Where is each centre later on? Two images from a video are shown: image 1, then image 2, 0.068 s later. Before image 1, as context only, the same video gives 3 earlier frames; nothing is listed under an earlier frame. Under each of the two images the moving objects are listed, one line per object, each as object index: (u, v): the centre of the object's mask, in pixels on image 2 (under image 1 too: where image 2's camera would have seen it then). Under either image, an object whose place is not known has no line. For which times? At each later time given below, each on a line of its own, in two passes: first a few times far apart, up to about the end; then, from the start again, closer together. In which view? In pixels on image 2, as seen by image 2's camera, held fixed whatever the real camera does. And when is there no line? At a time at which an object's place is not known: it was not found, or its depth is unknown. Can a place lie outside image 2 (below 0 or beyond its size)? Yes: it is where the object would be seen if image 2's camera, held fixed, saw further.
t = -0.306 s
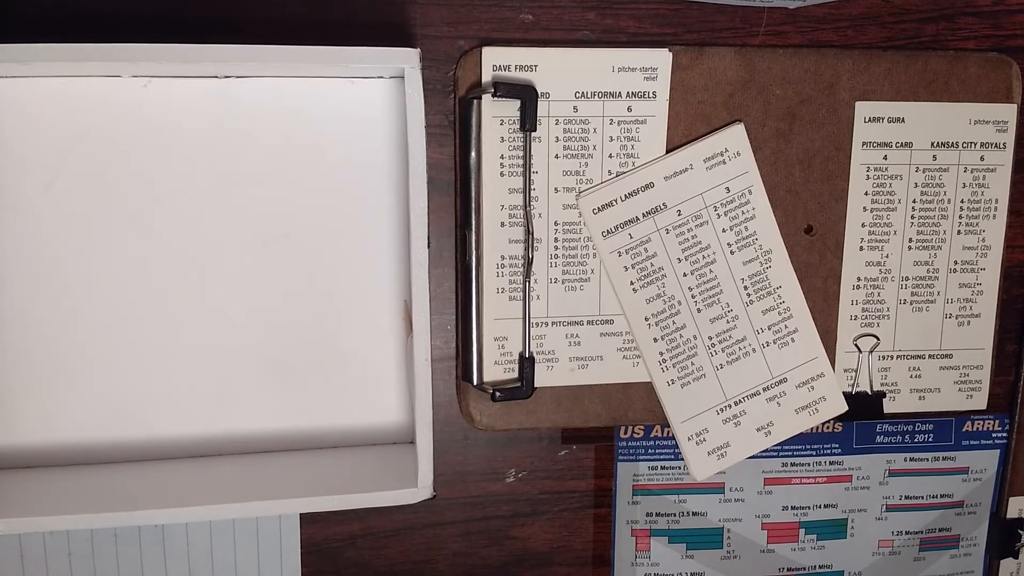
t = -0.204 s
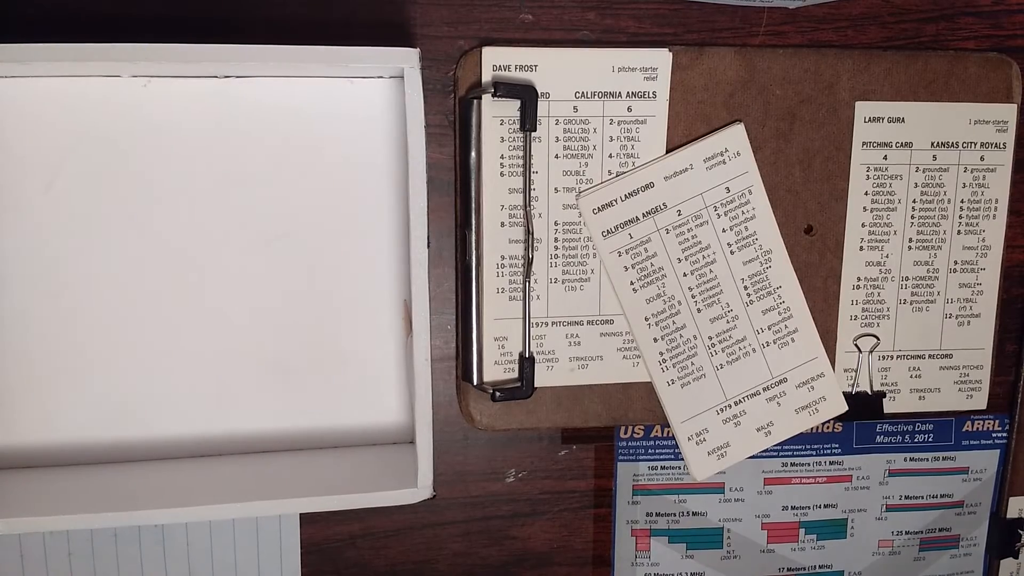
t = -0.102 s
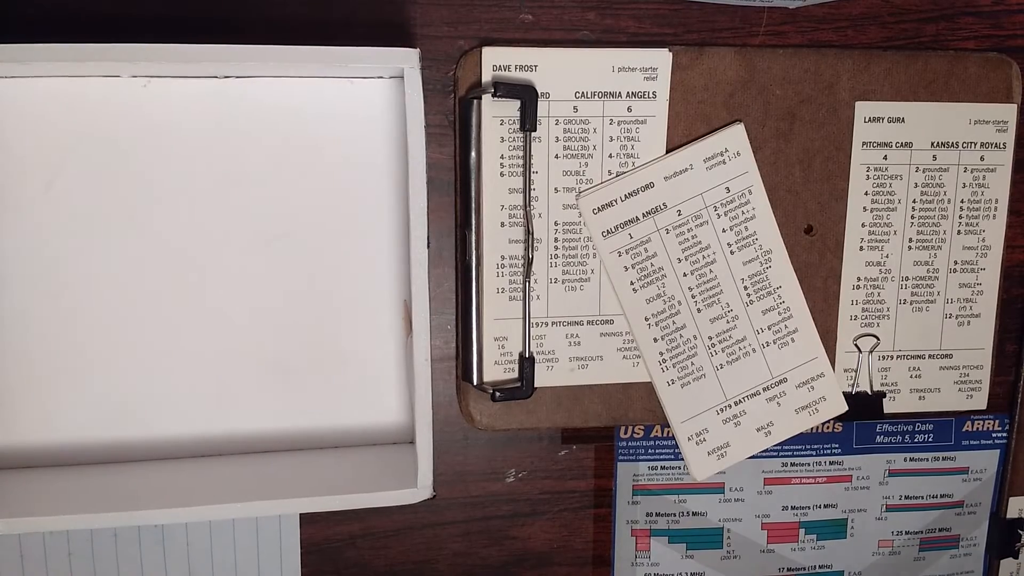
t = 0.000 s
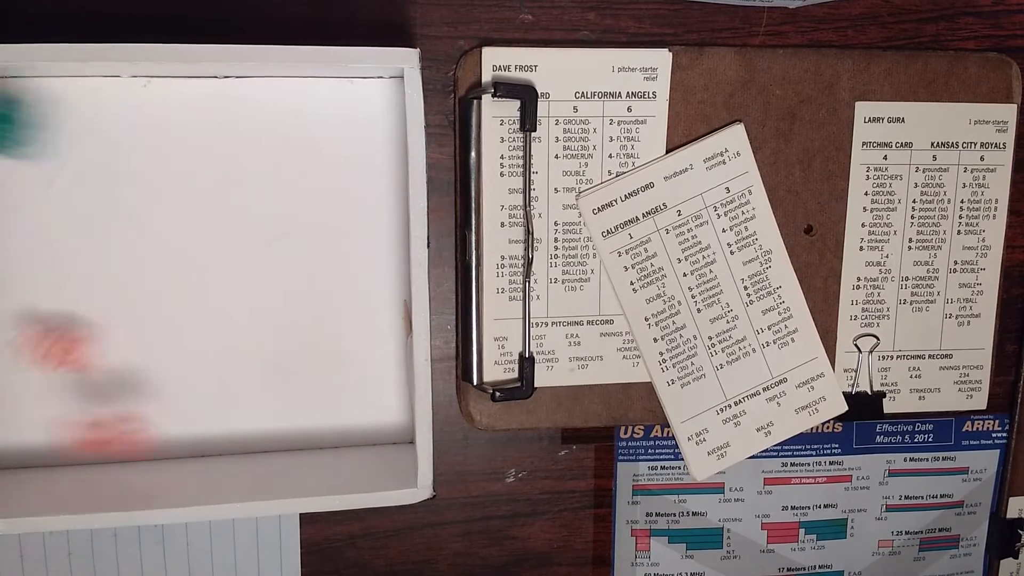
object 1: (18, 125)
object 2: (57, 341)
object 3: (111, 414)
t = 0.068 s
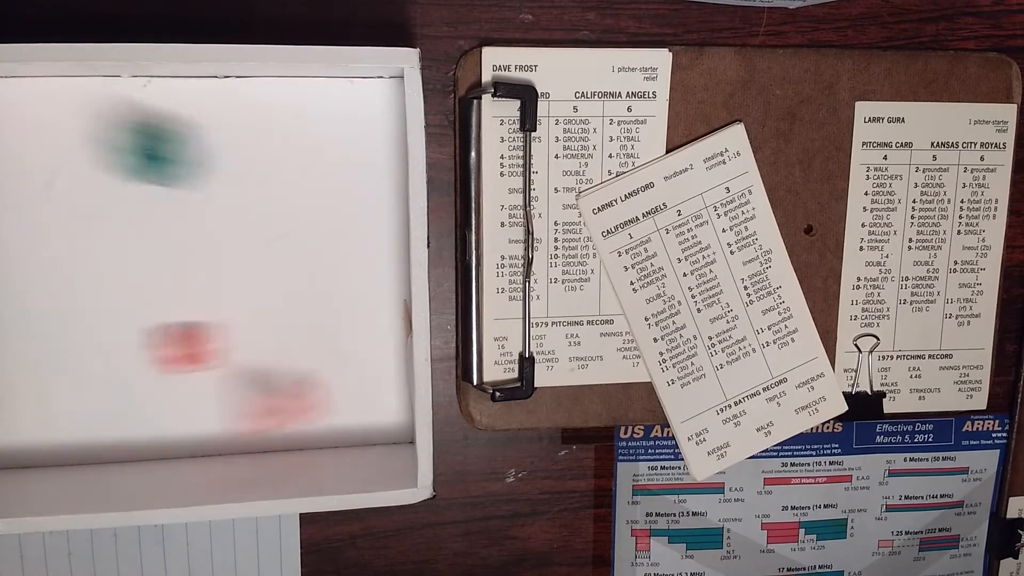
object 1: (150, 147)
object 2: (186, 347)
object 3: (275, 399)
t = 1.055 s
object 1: (243, 261)
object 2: (374, 262)
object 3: (379, 361)
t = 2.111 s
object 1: (243, 261)
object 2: (374, 262)
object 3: (379, 361)
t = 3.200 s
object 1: (243, 261)
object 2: (374, 262)
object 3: (379, 361)
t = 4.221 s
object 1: (243, 261)
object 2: (374, 262)
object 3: (379, 361)
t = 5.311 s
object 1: (243, 261)
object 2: (374, 262)
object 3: (379, 361)
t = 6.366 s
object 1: (243, 261)
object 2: (374, 262)
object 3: (379, 361)
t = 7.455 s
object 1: (243, 261)
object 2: (374, 262)
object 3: (379, 361)
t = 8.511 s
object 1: (243, 261)
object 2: (374, 262)
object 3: (379, 361)
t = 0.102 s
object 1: (224, 164)
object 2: (242, 342)
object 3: (345, 386)
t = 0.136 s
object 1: (291, 175)
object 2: (293, 344)
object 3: (386, 374)
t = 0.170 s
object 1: (350, 187)
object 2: (338, 343)
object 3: (368, 380)
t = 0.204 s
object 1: (359, 195)
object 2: (352, 334)
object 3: (368, 385)
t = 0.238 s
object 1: (336, 200)
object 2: (361, 319)
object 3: (373, 383)
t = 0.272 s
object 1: (314, 205)
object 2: (370, 306)
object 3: (378, 382)
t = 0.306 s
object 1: (296, 213)
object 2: (374, 287)
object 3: (382, 375)
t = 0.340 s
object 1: (280, 219)
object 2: (375, 276)
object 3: (387, 367)
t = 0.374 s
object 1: (266, 231)
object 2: (375, 267)
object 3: (386, 358)
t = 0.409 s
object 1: (257, 243)
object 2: (374, 262)
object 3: (385, 354)
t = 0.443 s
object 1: (251, 251)
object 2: (373, 262)
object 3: (385, 354)
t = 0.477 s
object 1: (246, 256)
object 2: (373, 262)
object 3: (385, 359)
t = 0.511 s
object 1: (242, 259)
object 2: (373, 262)
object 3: (380, 359)
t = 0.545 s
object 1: (242, 261)
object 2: (373, 262)
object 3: (379, 360)
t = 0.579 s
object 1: (243, 261)
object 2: (373, 262)
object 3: (378, 360)
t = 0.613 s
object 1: (243, 261)
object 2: (373, 262)
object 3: (378, 360)
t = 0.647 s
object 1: (243, 261)
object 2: (374, 262)
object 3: (379, 361)
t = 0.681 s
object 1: (243, 261)
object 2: (374, 262)
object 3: (379, 361)
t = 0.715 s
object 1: (243, 261)
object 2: (374, 262)
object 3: (379, 361)
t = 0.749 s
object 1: (243, 261)
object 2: (374, 262)
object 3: (379, 361)
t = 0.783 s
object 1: (243, 261)
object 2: (374, 262)
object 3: (379, 361)
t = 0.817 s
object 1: (243, 261)
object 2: (374, 262)
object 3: (379, 361)
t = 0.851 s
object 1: (243, 261)
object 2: (374, 262)
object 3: (379, 361)
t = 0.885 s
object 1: (243, 261)
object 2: (374, 262)
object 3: (379, 361)
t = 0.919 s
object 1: (243, 261)
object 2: (374, 262)
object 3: (379, 361)
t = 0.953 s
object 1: (242, 261)
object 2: (374, 262)
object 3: (379, 361)
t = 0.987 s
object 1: (243, 261)
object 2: (374, 262)
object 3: (379, 361)
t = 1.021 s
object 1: (243, 261)
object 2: (374, 262)
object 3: (379, 361)
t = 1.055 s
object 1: (243, 261)
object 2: (374, 262)
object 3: (379, 361)
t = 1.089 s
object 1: (243, 261)
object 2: (374, 262)
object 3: (379, 361)
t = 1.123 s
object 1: (243, 261)
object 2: (374, 262)
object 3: (379, 361)
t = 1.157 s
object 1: (243, 261)
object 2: (374, 262)
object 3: (379, 361)
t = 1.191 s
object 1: (243, 261)
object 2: (374, 262)
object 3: (379, 361)
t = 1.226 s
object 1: (243, 261)
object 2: (374, 262)
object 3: (379, 361)
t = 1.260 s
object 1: (243, 261)
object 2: (374, 262)
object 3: (379, 361)
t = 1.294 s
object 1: (243, 261)
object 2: (374, 262)
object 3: (379, 361)
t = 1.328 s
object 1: (243, 261)
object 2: (374, 262)
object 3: (379, 361)
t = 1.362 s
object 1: (243, 262)
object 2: (374, 263)
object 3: (379, 362)
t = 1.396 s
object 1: (243, 261)
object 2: (374, 262)
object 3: (379, 361)
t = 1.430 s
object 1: (243, 261)
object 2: (374, 262)
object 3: (379, 361)
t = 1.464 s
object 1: (243, 261)
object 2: (374, 262)
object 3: (379, 361)
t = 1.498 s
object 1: (243, 261)
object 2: (374, 262)
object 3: (379, 361)
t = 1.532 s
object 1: (243, 261)
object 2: (374, 262)
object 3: (379, 361)
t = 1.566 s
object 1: (243, 261)
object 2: (374, 262)
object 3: (379, 361)
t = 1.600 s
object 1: (243, 261)
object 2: (374, 262)
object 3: (379, 361)
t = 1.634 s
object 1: (243, 261)
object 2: (374, 262)
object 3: (379, 361)
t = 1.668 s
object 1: (243, 261)
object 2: (374, 262)
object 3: (379, 361)
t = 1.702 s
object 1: (243, 261)
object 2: (374, 262)
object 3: (379, 361)
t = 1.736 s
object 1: (243, 261)
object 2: (374, 262)
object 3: (379, 361)
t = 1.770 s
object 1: (243, 261)
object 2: (374, 262)
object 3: (379, 361)
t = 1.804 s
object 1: (243, 261)
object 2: (374, 262)
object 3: (379, 361)
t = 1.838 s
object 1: (243, 261)
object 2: (374, 262)
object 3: (379, 361)
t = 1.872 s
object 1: (243, 261)
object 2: (374, 262)
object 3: (379, 361)
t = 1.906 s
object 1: (243, 261)
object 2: (374, 262)
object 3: (379, 361)
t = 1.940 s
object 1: (243, 261)
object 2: (374, 262)
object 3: (379, 361)
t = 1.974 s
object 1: (243, 261)
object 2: (374, 262)
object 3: (379, 361)
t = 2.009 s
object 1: (243, 261)
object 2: (374, 262)
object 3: (379, 361)
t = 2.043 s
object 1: (243, 261)
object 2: (374, 262)
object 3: (379, 361)
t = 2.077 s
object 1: (243, 261)
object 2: (374, 262)
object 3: (379, 361)
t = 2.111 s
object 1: (243, 261)
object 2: (374, 262)
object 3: (379, 361)
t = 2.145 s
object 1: (243, 261)
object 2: (374, 262)
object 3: (379, 361)
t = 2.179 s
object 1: (243, 261)
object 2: (374, 262)
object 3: (379, 361)
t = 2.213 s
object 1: (243, 261)
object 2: (374, 262)
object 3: (379, 361)
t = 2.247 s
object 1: (243, 261)
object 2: (374, 262)
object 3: (379, 361)
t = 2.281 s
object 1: (243, 261)
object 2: (374, 262)
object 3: (379, 361)
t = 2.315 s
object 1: (243, 261)
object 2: (374, 262)
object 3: (379, 361)
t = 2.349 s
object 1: (243, 261)
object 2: (374, 262)
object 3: (379, 361)
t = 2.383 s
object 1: (243, 261)
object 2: (374, 262)
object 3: (379, 361)
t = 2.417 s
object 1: (243, 261)
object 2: (374, 262)
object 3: (379, 361)
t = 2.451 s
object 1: (243, 261)
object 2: (374, 262)
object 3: (379, 361)
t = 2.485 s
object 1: (243, 261)
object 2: (374, 262)
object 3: (379, 361)
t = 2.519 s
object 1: (243, 261)
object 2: (374, 262)
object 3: (379, 361)
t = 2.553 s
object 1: (243, 261)
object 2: (374, 262)
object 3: (379, 361)
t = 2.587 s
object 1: (243, 261)
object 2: (374, 262)
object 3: (379, 361)
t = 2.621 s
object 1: (243, 261)
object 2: (374, 262)
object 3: (379, 361)
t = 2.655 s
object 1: (243, 261)
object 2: (374, 262)
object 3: (379, 361)
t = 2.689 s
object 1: (243, 261)
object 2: (374, 262)
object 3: (379, 361)
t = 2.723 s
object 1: (243, 261)
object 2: (374, 262)
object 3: (379, 361)
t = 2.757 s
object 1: (243, 261)
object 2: (374, 262)
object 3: (379, 361)
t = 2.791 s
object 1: (243, 261)
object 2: (374, 262)
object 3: (379, 361)
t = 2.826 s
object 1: (243, 261)
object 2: (374, 262)
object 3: (379, 361)
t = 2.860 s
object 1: (243, 261)
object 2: (374, 262)
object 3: (379, 361)
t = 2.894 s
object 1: (243, 261)
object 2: (374, 262)
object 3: (379, 361)
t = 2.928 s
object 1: (243, 261)
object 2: (374, 262)
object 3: (379, 361)
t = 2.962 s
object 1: (243, 261)
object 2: (374, 262)
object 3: (379, 361)
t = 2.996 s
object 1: (243, 261)
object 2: (373, 262)
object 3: (379, 361)
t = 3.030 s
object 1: (243, 261)
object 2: (374, 262)
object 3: (379, 361)
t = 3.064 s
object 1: (243, 261)
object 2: (374, 262)
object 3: (379, 361)
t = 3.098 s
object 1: (243, 261)
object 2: (373, 262)
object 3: (379, 361)
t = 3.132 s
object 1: (243, 261)
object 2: (373, 262)
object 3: (379, 361)
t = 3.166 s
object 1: (243, 261)
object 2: (374, 262)
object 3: (379, 361)
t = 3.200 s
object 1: (243, 261)
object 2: (374, 262)
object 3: (379, 361)
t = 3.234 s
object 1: (243, 261)
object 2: (374, 262)
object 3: (379, 361)
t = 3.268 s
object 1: (243, 261)
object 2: (374, 262)
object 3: (379, 361)
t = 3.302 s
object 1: (243, 261)
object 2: (374, 262)
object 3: (379, 361)
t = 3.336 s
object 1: (243, 261)
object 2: (374, 262)
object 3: (379, 361)
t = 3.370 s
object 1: (243, 261)
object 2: (374, 262)
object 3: (379, 360)
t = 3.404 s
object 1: (243, 261)
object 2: (374, 262)
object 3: (379, 360)
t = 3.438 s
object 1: (243, 261)
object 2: (374, 262)
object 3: (379, 361)
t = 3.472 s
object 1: (243, 261)
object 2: (374, 262)
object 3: (379, 361)
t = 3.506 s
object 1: (243, 261)
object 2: (374, 262)
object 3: (379, 361)
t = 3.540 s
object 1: (243, 261)
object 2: (374, 262)
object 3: (379, 361)
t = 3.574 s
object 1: (243, 261)
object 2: (374, 262)
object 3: (379, 361)
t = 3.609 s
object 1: (243, 261)
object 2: (374, 262)
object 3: (379, 361)
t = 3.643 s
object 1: (243, 261)
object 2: (374, 262)
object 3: (379, 361)
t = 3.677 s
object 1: (243, 261)
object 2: (374, 262)
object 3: (379, 361)
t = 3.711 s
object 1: (243, 261)
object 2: (374, 262)
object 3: (379, 361)
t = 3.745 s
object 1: (243, 261)
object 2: (374, 262)
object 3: (379, 361)
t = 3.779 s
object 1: (243, 261)
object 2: (374, 262)
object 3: (379, 361)
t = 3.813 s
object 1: (243, 261)
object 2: (374, 262)
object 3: (379, 361)
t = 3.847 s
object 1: (243, 261)
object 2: (374, 262)
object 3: (379, 361)
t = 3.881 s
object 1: (243, 261)
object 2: (374, 262)
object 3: (379, 361)
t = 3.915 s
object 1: (243, 261)
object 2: (374, 262)
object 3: (379, 361)
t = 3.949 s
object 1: (243, 261)
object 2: (374, 262)
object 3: (379, 361)
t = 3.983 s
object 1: (243, 261)
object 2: (374, 262)
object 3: (379, 361)
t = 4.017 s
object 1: (243, 261)
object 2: (374, 262)
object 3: (379, 361)
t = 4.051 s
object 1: (243, 261)
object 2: (374, 262)
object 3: (379, 361)
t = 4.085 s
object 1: (243, 261)
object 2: (374, 262)
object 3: (379, 361)
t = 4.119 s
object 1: (243, 261)
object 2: (374, 262)
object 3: (379, 361)
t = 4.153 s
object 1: (243, 261)
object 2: (374, 262)
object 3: (379, 361)
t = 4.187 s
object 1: (243, 261)
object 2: (374, 262)
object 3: (379, 361)
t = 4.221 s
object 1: (243, 261)
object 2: (374, 262)
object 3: (379, 361)
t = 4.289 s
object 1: (243, 261)
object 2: (374, 262)
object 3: (379, 361)
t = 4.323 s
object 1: (243, 261)
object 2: (374, 262)
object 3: (379, 361)
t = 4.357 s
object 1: (243, 261)
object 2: (374, 262)
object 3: (379, 361)
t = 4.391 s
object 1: (243, 261)
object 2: (374, 262)
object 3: (379, 361)
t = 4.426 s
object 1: (243, 261)
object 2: (374, 262)
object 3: (379, 361)
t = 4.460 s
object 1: (243, 261)
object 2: (374, 262)
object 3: (379, 361)
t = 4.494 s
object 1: (243, 261)
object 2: (374, 262)
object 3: (379, 361)
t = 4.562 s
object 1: (243, 261)
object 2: (374, 262)
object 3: (379, 361)
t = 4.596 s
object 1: (243, 261)
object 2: (374, 262)
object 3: (379, 361)
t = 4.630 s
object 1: (243, 261)
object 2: (374, 262)
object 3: (379, 361)
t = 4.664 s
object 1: (243, 261)
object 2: (374, 262)
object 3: (379, 361)
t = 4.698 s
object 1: (243, 261)
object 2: (374, 262)
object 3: (379, 361)
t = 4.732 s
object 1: (243, 261)
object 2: (374, 262)
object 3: (379, 361)
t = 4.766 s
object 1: (243, 261)
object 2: (374, 262)
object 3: (379, 361)
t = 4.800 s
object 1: (243, 261)
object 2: (374, 262)
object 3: (379, 361)
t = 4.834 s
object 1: (243, 261)
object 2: (374, 262)
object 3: (379, 361)
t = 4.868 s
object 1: (243, 261)
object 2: (374, 262)
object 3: (379, 361)
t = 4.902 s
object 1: (243, 261)
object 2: (374, 262)
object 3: (379, 361)
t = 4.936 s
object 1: (243, 261)
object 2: (374, 262)
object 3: (379, 361)
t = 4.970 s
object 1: (243, 261)
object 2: (374, 262)
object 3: (379, 361)
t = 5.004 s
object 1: (243, 261)
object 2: (374, 262)
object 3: (379, 361)
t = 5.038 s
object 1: (243, 261)
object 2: (374, 262)
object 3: (379, 361)
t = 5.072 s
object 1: (243, 261)
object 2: (374, 262)
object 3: (379, 361)
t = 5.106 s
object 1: (243, 261)
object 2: (374, 262)
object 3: (379, 361)
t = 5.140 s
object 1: (243, 261)
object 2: (374, 262)
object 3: (379, 361)
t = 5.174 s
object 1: (243, 261)
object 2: (374, 262)
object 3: (379, 361)
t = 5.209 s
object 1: (243, 261)
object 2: (374, 262)
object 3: (379, 361)
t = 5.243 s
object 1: (243, 261)
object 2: (373, 262)
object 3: (379, 361)
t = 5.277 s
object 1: (243, 261)
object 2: (373, 262)
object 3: (379, 361)
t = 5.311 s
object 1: (243, 261)
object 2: (374, 262)
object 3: (379, 361)
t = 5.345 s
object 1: (243, 261)
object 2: (374, 262)
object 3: (379, 361)
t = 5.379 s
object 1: (243, 261)
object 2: (373, 262)
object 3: (379, 361)
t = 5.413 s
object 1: (243, 261)
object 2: (374, 262)
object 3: (379, 361)
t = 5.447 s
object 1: (243, 261)
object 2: (374, 262)
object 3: (379, 361)
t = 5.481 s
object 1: (243, 261)
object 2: (374, 262)
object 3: (379, 361)
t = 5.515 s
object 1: (243, 261)
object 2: (374, 262)
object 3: (379, 361)
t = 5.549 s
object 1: (243, 261)
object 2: (373, 262)
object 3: (379, 361)
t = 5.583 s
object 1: (243, 261)
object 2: (374, 262)
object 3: (379, 361)
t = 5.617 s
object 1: (243, 261)
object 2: (374, 262)
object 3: (379, 361)
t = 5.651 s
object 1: (243, 261)
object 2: (374, 262)
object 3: (379, 361)
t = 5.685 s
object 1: (243, 261)
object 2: (374, 262)
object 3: (379, 361)
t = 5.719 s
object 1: (243, 261)
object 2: (374, 262)
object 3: (379, 361)
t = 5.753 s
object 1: (243, 261)
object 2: (374, 262)
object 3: (379, 361)
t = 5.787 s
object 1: (243, 261)
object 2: (374, 262)
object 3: (379, 361)
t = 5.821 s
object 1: (243, 261)
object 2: (374, 262)
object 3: (379, 361)
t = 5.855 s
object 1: (243, 261)
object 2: (374, 262)
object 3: (379, 361)
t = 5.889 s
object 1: (243, 261)
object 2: (374, 262)
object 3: (379, 361)
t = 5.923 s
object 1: (243, 261)
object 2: (374, 262)
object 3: (379, 361)
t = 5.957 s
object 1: (243, 261)
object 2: (374, 262)
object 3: (379, 361)
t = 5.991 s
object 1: (243, 261)
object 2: (374, 262)
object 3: (379, 361)
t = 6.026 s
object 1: (243, 261)
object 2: (374, 262)
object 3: (379, 361)
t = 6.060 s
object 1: (242, 261)
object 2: (374, 262)
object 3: (379, 361)
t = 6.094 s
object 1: (243, 261)
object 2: (373, 262)
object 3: (379, 361)
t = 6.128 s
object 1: (243, 261)
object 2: (373, 262)
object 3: (379, 361)
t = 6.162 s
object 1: (243, 261)
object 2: (373, 262)
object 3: (379, 361)
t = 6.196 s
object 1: (242, 261)
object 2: (373, 262)
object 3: (379, 361)
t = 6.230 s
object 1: (243, 261)
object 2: (374, 262)
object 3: (379, 361)
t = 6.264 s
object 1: (243, 261)
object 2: (374, 262)
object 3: (379, 361)
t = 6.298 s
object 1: (243, 261)
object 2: (374, 262)
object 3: (379, 361)
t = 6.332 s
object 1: (243, 261)
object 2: (374, 262)
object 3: (379, 361)
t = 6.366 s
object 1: (243, 261)
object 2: (374, 262)
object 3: (379, 361)
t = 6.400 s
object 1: (243, 261)
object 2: (374, 262)
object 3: (379, 361)
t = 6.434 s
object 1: (243, 261)
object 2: (374, 262)
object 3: (379, 361)
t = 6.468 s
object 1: (243, 261)
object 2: (374, 262)
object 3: (379, 361)
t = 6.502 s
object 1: (243, 261)
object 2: (374, 262)
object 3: (379, 361)
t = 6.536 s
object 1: (243, 261)
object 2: (374, 262)
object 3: (379, 361)
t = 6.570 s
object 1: (243, 261)
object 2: (374, 262)
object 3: (379, 361)
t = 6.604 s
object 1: (243, 261)
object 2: (374, 262)
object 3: (379, 361)
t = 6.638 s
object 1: (243, 261)
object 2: (374, 262)
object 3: (379, 361)
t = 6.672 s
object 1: (243, 261)
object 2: (374, 262)
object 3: (379, 361)
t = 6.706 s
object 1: (243, 261)
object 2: (374, 262)
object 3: (379, 361)
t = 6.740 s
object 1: (243, 261)
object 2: (374, 262)
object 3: (379, 361)
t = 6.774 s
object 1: (243, 261)
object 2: (374, 262)
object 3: (379, 360)
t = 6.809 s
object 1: (243, 261)
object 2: (374, 262)
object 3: (379, 361)
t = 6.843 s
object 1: (243, 261)
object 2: (374, 262)
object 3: (379, 360)
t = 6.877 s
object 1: (243, 261)
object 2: (374, 262)
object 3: (379, 361)
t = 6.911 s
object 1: (243, 261)
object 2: (374, 262)
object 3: (379, 360)
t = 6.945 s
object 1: (243, 261)
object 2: (374, 262)
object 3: (379, 361)
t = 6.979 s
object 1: (243, 261)
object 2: (374, 262)
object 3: (379, 360)
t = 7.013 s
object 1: (243, 261)
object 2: (374, 262)
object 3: (379, 361)
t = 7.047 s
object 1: (243, 261)
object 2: (373, 262)
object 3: (379, 361)
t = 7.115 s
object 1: (243, 261)
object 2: (373, 262)
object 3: (379, 361)
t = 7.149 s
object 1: (243, 261)
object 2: (374, 262)
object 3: (379, 361)
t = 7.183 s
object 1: (243, 261)
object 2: (373, 262)
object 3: (379, 361)
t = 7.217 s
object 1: (243, 261)
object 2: (374, 262)
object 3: (379, 361)
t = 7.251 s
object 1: (243, 261)
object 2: (373, 262)
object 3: (379, 361)
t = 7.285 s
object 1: (243, 261)
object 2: (373, 262)
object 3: (379, 360)
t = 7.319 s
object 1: (243, 261)
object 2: (374, 262)
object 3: (379, 361)
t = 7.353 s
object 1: (243, 261)
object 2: (374, 262)
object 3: (379, 360)
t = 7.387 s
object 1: (243, 261)
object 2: (373, 262)
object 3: (379, 361)
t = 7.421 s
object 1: (243, 261)
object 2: (374, 262)
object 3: (379, 360)
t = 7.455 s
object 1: (243, 261)
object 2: (374, 262)
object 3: (379, 361)
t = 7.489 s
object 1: (243, 261)
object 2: (374, 262)
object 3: (379, 360)
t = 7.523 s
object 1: (243, 261)
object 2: (373, 262)
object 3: (379, 361)
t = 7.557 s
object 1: (243, 261)
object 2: (374, 262)
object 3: (379, 360)
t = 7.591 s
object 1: (243, 261)
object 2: (374, 262)
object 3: (379, 361)
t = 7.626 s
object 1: (243, 261)
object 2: (374, 262)
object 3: (379, 360)
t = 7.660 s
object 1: (243, 261)
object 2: (374, 262)
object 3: (379, 361)
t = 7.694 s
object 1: (243, 261)
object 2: (374, 262)
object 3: (379, 360)
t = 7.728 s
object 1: (243, 261)
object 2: (374, 262)
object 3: (379, 361)
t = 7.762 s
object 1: (243, 261)
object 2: (374, 262)
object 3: (379, 360)
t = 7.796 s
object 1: (243, 261)
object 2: (374, 262)
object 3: (379, 361)
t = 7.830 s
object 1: (243, 261)
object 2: (374, 262)
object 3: (379, 360)
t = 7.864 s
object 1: (243, 261)
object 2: (374, 262)
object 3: (379, 361)
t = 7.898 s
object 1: (243, 261)
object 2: (374, 262)
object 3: (379, 360)
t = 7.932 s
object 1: (243, 261)
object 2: (374, 262)
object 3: (379, 361)
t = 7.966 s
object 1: (243, 261)
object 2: (374, 262)
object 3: (379, 360)
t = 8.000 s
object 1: (243, 261)
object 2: (374, 262)
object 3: (379, 361)
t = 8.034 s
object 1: (243, 261)
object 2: (374, 262)
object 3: (379, 360)
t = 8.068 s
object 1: (243, 261)
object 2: (374, 262)
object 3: (379, 361)
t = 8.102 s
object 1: (243, 261)
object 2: (374, 262)
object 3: (379, 361)
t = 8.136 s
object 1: (243, 261)
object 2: (374, 262)
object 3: (379, 361)
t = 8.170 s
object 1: (243, 261)
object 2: (374, 262)
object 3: (379, 361)
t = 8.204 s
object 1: (243, 261)
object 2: (374, 262)
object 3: (379, 361)
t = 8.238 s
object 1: (243, 261)
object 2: (374, 262)
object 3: (379, 360)
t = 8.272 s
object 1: (243, 261)
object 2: (374, 262)
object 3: (379, 361)
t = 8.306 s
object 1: (243, 261)
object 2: (374, 262)
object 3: (379, 361)
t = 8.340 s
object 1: (243, 261)
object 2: (374, 262)
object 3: (379, 360)
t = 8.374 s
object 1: (243, 261)
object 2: (374, 262)
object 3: (379, 361)
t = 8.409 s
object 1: (243, 261)
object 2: (374, 262)
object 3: (379, 361)
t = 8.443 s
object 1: (243, 261)
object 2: (374, 262)
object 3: (379, 360)
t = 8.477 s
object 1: (243, 261)
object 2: (374, 262)
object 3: (379, 361)
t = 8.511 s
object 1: (243, 261)
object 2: (374, 262)
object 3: (379, 361)
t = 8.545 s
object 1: (243, 261)
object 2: (374, 262)
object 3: (379, 361)
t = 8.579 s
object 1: (243, 261)
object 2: (374, 262)
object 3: (379, 361)
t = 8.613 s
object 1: (243, 261)
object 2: (374, 262)
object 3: (379, 361)
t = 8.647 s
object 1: (243, 261)
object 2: (374, 262)
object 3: (379, 361)
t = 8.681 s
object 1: (243, 261)
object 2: (374, 262)
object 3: (379, 361)
